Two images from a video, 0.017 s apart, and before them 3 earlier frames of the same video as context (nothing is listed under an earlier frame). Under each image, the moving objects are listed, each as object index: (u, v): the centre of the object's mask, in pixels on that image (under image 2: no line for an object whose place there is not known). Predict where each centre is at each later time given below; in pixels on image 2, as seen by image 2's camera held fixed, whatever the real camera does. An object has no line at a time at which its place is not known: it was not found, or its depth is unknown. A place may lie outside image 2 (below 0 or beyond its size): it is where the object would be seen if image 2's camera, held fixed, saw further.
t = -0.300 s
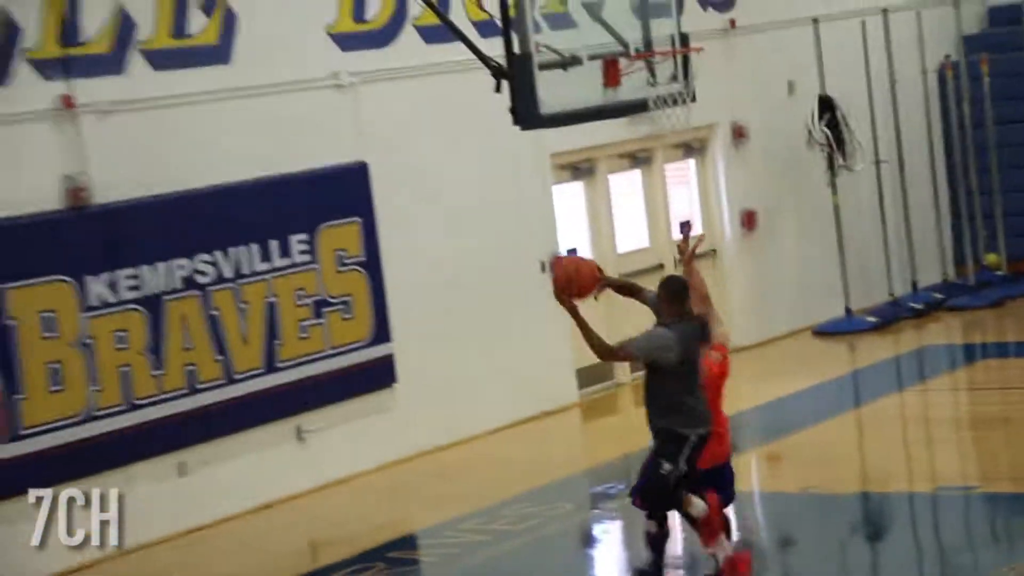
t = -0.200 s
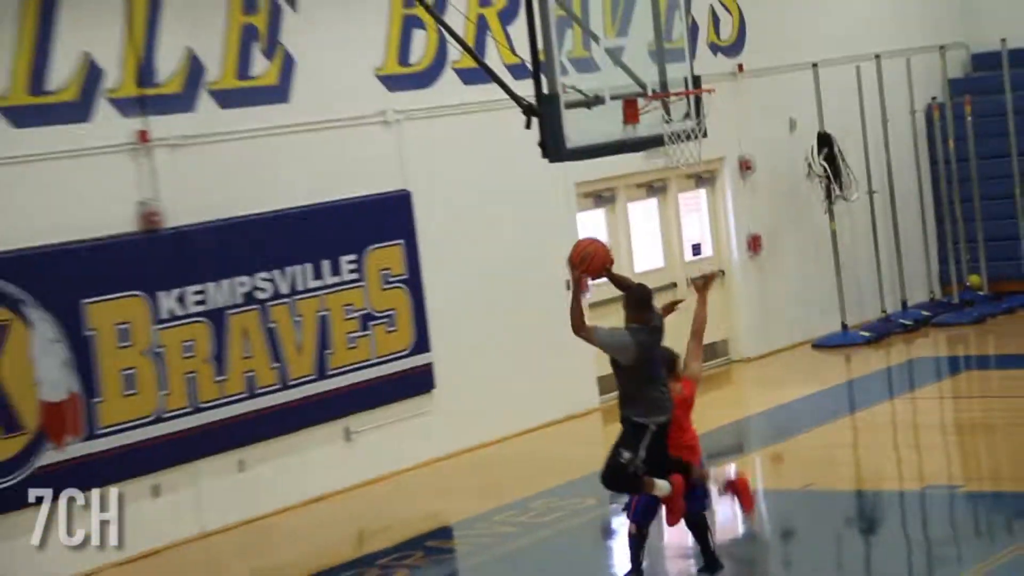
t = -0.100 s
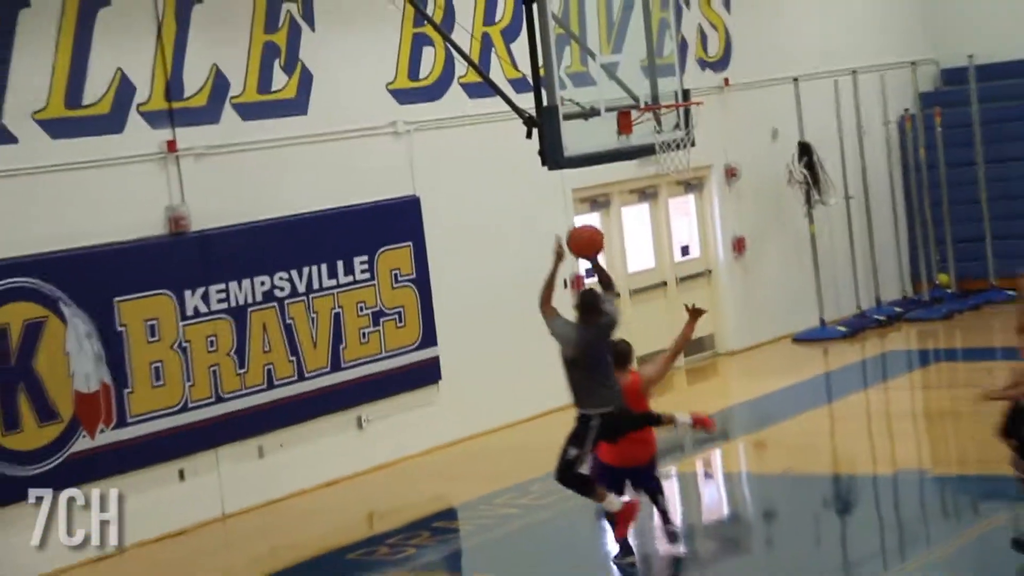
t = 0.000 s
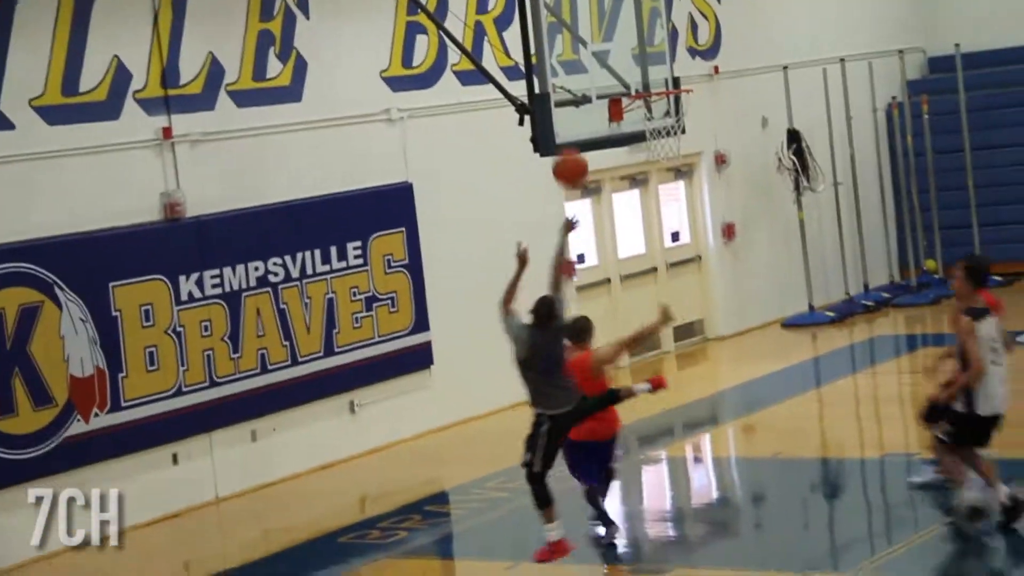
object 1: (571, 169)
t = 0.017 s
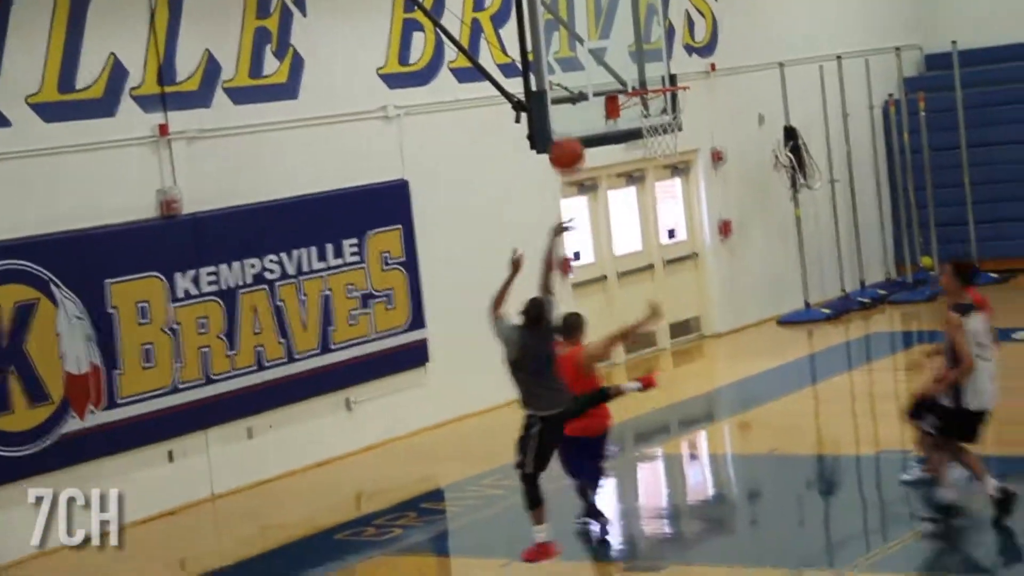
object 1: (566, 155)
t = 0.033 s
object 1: (567, 144)
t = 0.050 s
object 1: (567, 134)
